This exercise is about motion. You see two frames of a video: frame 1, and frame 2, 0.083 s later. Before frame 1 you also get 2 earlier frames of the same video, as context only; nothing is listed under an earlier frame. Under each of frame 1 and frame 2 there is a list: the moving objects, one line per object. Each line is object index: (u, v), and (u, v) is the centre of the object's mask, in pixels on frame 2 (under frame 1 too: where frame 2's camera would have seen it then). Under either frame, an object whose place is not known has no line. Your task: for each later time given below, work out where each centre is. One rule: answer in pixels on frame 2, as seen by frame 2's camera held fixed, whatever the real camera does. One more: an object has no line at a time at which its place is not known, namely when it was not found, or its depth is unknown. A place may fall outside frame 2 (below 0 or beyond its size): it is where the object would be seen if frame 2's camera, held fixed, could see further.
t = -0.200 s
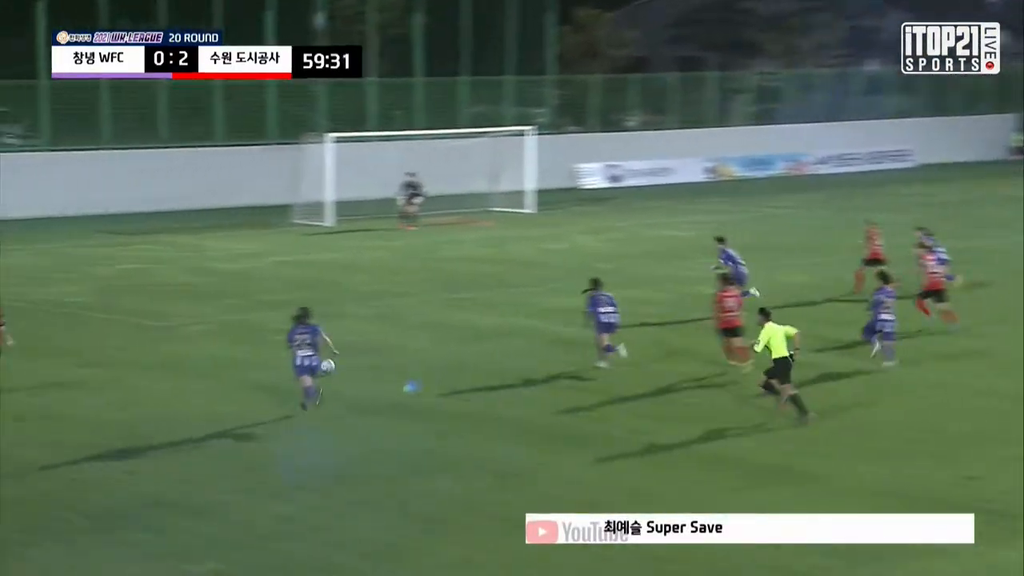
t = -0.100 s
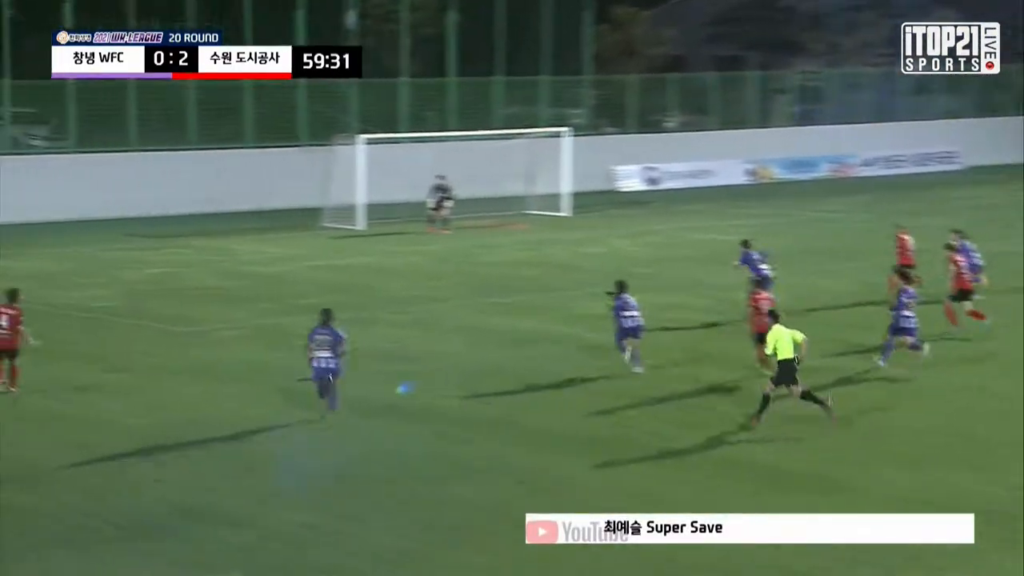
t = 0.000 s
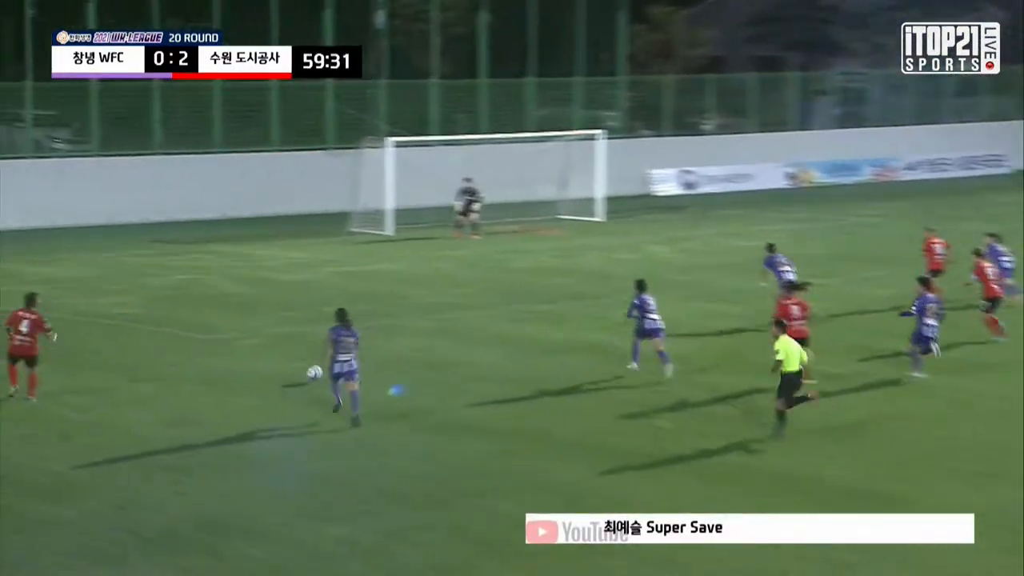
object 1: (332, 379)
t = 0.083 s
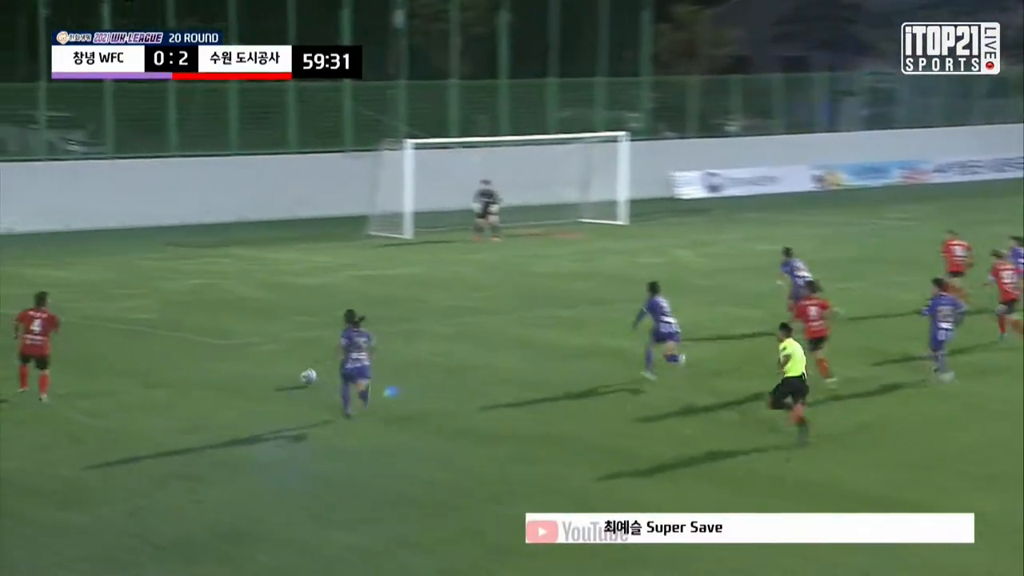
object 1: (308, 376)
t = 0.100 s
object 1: (297, 376)
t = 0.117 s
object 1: (297, 376)
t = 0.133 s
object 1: (285, 377)
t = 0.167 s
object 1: (275, 375)
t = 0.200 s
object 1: (265, 372)
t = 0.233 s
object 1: (254, 370)
